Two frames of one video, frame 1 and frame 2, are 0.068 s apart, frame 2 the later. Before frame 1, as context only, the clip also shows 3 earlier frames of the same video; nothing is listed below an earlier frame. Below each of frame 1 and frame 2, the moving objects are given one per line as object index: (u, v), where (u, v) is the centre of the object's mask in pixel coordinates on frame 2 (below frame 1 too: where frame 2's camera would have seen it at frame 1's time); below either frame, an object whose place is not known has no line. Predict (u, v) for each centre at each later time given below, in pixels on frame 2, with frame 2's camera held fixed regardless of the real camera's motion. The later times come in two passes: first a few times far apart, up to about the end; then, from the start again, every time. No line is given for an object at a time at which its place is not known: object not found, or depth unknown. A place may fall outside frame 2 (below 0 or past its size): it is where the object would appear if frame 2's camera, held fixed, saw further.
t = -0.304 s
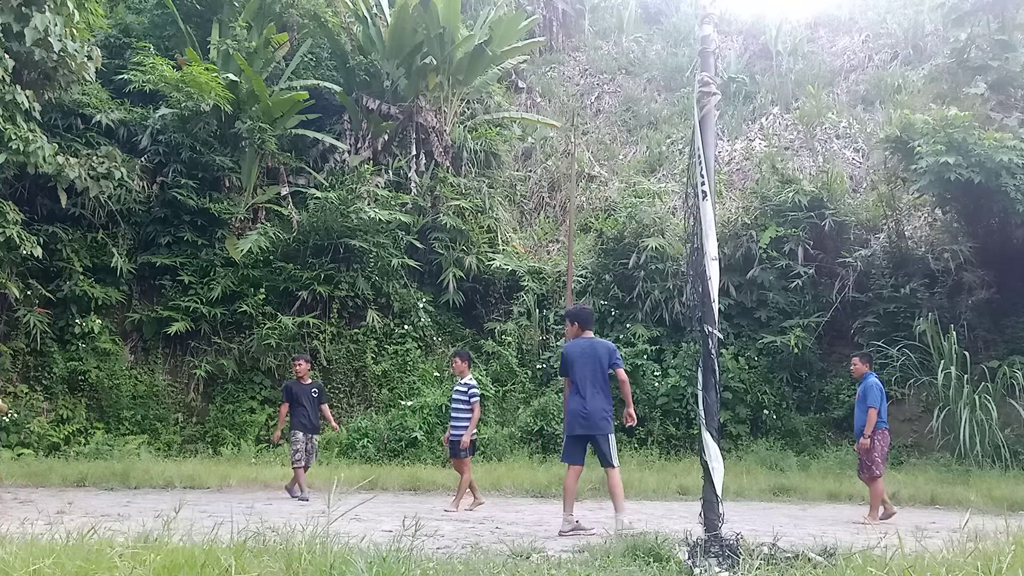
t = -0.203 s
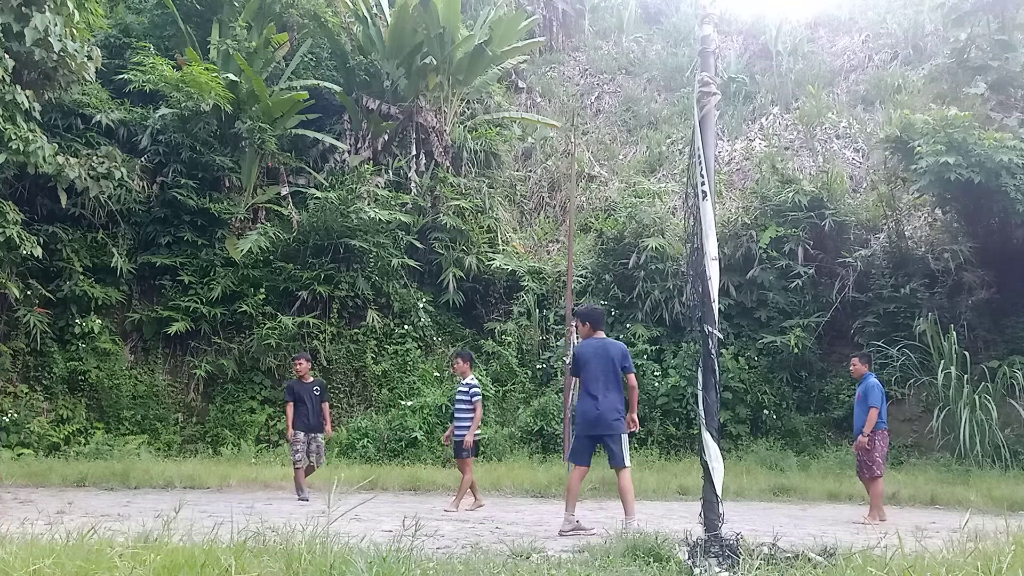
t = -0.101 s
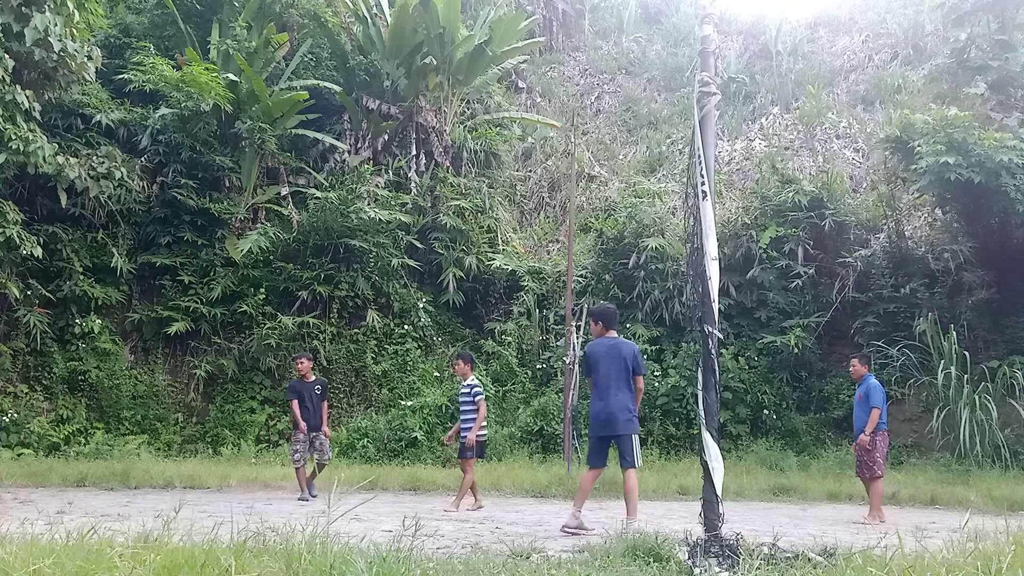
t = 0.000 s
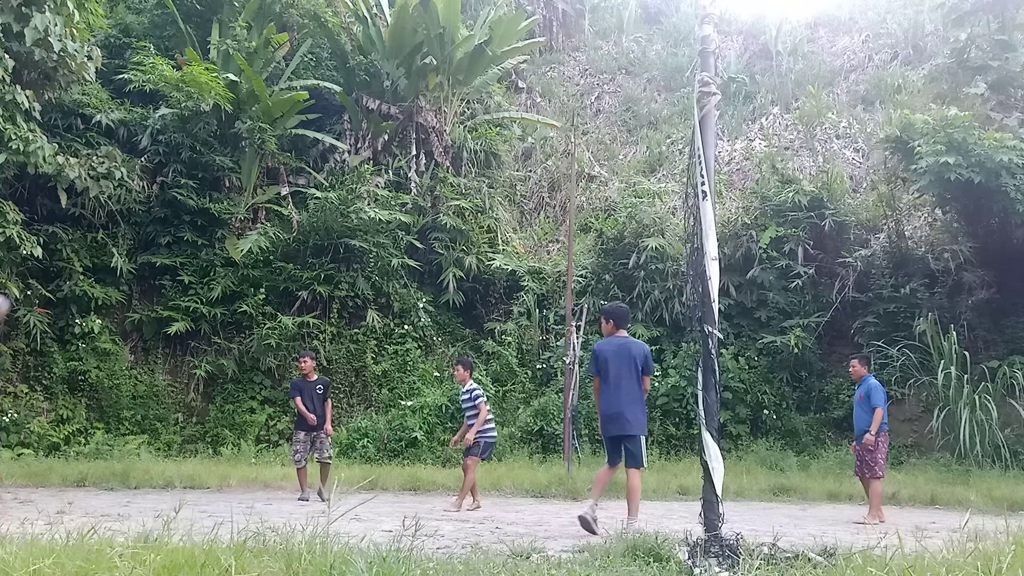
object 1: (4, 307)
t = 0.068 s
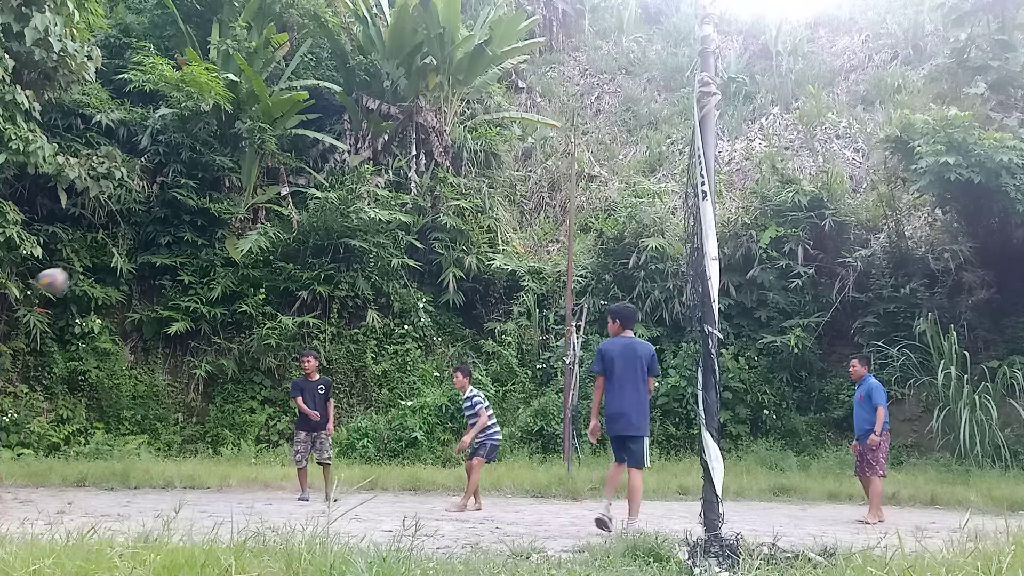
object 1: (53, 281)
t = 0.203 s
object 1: (165, 245)
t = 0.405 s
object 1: (326, 235)
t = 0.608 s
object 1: (485, 269)
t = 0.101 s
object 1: (81, 269)
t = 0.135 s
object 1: (110, 260)
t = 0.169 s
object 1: (138, 252)
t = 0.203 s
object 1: (165, 245)
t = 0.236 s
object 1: (192, 241)
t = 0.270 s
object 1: (219, 237)
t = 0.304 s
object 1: (245, 235)
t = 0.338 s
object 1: (273, 234)
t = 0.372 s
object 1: (300, 234)
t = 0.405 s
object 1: (326, 235)
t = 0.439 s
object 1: (352, 238)
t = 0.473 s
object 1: (380, 241)
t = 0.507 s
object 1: (407, 246)
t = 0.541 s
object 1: (432, 252)
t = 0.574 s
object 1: (459, 260)
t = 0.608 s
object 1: (485, 269)
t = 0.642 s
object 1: (511, 279)
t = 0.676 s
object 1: (537, 290)
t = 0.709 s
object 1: (565, 303)
